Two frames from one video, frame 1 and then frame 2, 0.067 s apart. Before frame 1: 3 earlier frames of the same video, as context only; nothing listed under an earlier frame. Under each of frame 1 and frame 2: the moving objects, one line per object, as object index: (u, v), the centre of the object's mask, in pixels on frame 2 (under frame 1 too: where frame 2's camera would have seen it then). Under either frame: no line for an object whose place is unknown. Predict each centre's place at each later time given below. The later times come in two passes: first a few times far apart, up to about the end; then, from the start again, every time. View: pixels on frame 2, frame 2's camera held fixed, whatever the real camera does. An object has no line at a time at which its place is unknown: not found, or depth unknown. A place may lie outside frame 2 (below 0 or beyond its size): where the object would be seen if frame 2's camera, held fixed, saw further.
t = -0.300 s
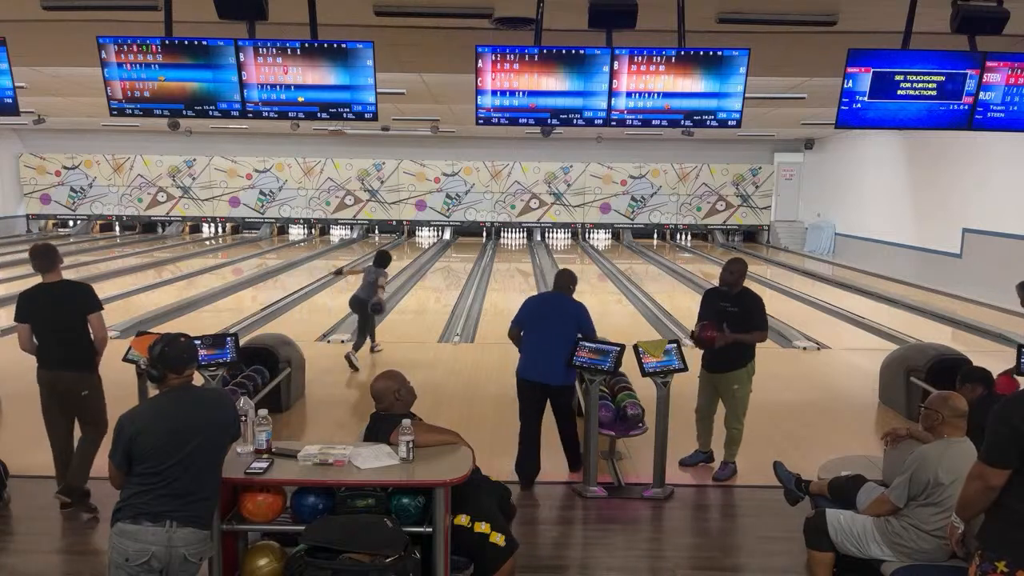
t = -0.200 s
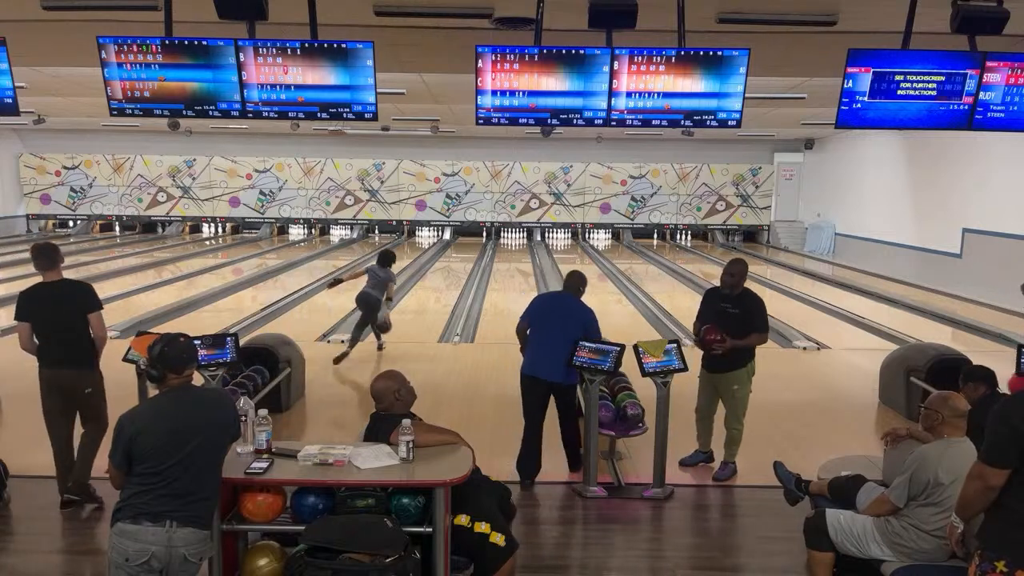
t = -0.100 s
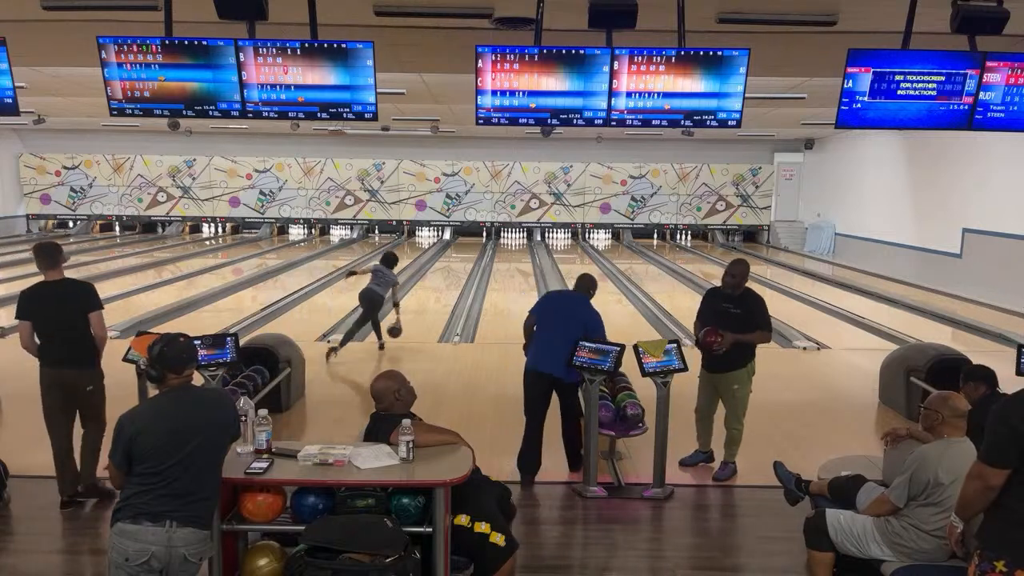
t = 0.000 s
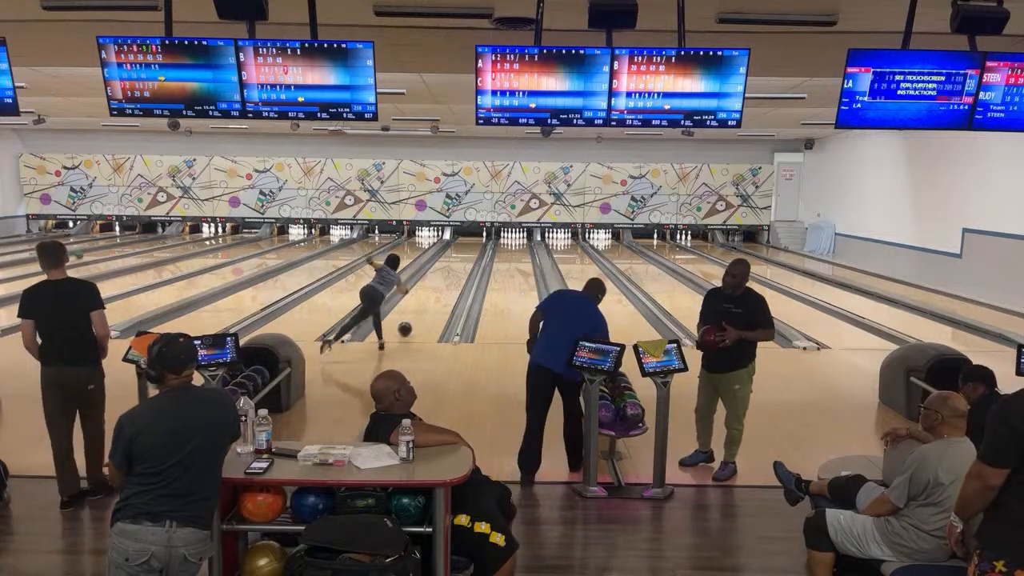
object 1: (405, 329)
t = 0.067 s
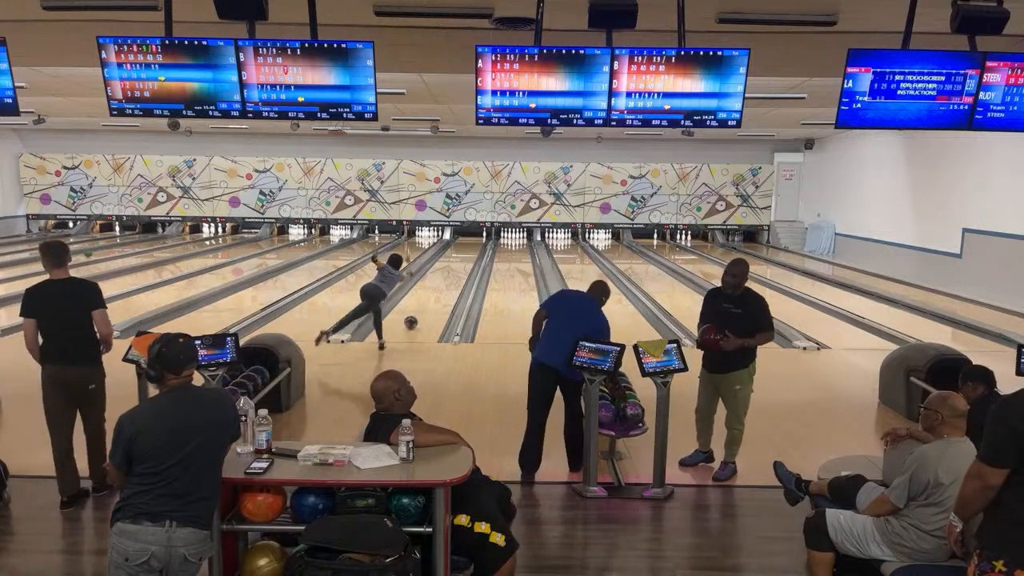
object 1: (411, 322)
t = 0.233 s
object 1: (423, 308)
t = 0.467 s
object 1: (438, 293)
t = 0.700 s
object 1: (449, 280)
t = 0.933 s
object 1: (457, 271)
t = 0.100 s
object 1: (413, 319)
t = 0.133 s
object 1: (416, 316)
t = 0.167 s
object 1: (419, 314)
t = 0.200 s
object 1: (421, 311)
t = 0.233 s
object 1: (423, 308)
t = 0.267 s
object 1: (426, 306)
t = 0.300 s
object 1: (428, 303)
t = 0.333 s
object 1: (430, 301)
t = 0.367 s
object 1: (432, 299)
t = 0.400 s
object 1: (434, 296)
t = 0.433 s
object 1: (436, 295)
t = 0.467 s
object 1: (438, 293)
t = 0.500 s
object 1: (439, 291)
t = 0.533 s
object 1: (441, 289)
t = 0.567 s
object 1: (443, 287)
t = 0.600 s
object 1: (444, 285)
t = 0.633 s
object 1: (446, 284)
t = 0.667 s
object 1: (447, 282)
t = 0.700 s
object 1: (449, 280)
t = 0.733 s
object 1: (450, 279)
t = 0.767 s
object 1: (451, 278)
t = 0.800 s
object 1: (453, 276)
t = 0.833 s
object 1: (454, 275)
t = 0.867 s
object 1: (455, 274)
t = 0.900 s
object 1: (456, 272)
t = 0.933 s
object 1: (457, 271)
